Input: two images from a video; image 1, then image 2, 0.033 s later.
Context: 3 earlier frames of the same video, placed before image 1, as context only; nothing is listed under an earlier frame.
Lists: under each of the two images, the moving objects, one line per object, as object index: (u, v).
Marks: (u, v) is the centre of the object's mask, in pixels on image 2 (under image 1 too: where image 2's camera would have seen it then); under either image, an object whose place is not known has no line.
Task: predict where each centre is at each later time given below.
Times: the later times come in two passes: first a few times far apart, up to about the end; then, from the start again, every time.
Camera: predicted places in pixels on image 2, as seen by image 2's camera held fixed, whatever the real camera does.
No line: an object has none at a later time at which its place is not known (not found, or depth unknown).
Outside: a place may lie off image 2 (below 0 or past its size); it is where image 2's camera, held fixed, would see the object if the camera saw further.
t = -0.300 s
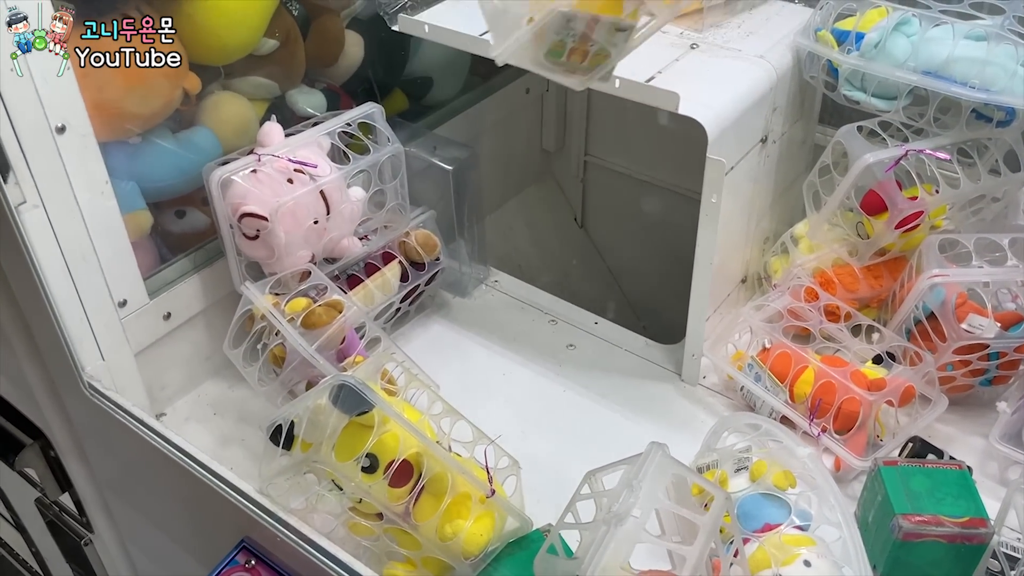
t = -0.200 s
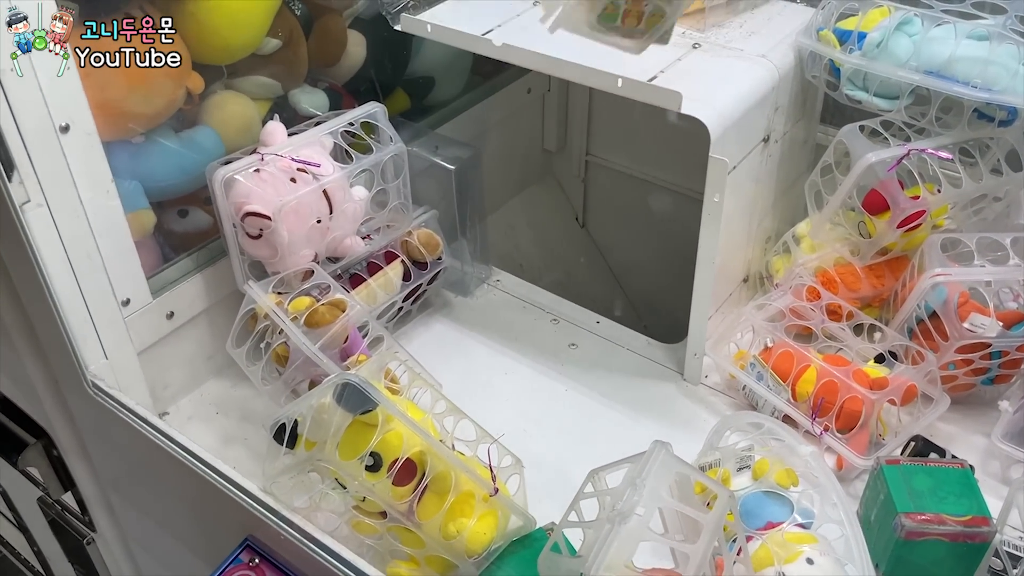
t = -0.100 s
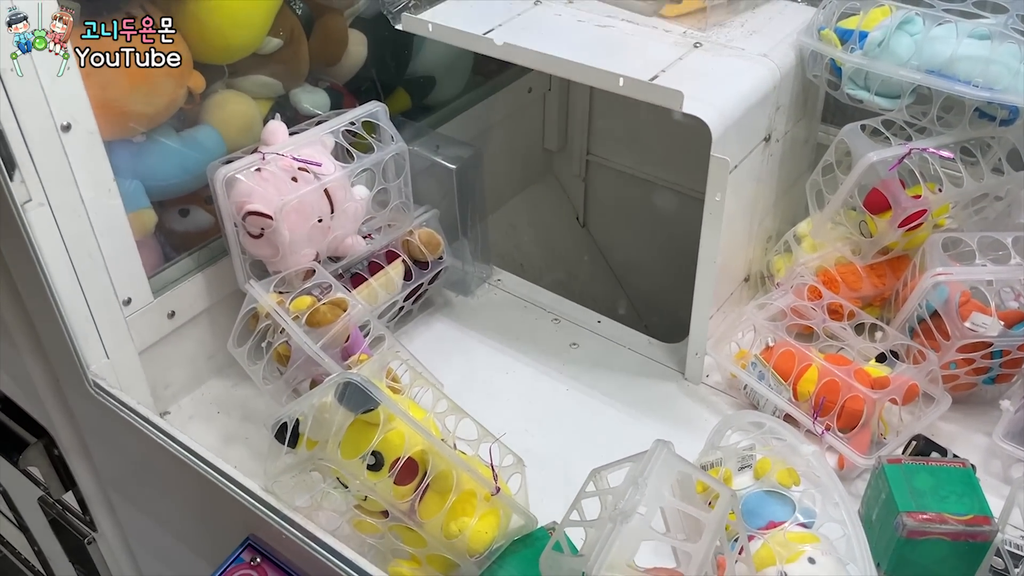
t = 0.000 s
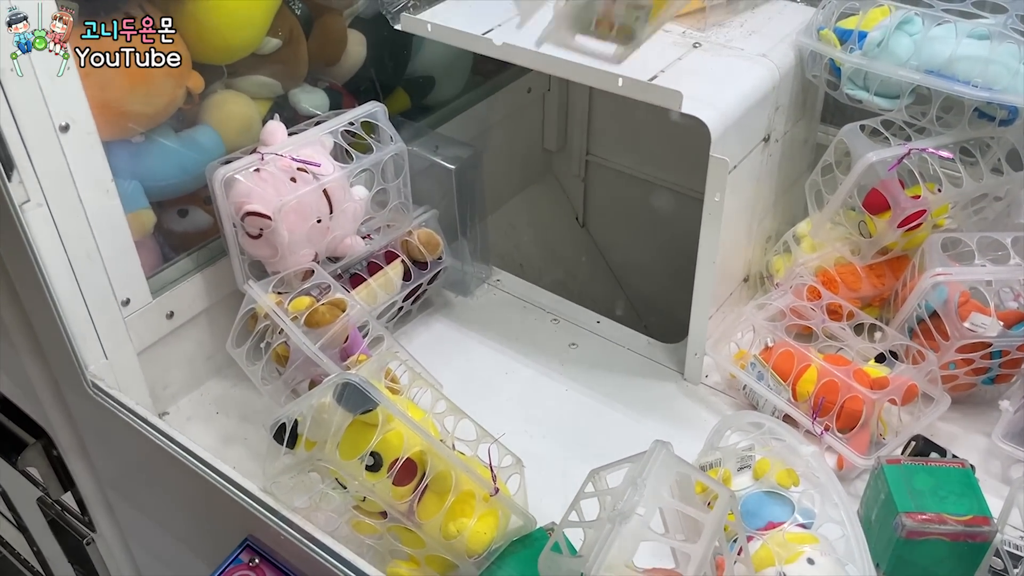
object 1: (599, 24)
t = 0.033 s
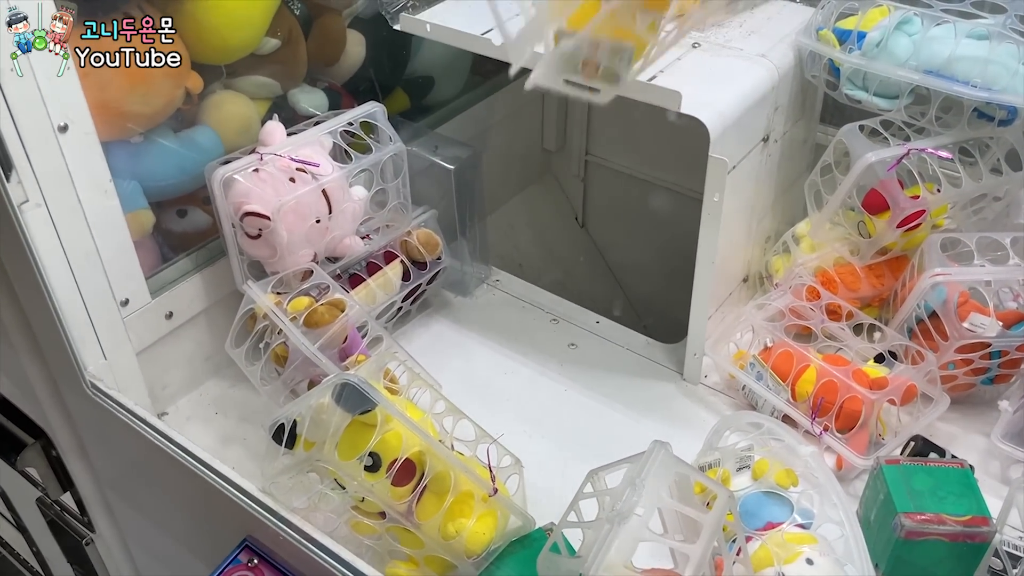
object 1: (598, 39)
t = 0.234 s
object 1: (556, 324)
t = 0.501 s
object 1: (549, 314)
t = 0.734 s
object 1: (554, 303)
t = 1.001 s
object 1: (555, 303)
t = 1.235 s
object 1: (556, 303)
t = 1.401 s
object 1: (556, 304)
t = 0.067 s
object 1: (598, 62)
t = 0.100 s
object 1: (603, 92)
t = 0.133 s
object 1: (593, 149)
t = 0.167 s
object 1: (580, 219)
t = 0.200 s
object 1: (568, 287)
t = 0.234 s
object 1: (556, 324)
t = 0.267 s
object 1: (562, 307)
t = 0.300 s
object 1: (561, 301)
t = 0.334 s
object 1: (557, 306)
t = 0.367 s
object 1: (554, 306)
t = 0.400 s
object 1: (552, 309)
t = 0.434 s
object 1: (552, 322)
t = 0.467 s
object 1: (556, 324)
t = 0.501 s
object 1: (549, 314)
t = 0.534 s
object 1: (549, 309)
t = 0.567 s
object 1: (550, 306)
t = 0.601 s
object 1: (550, 301)
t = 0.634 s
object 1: (553, 299)
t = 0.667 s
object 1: (552, 299)
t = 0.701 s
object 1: (553, 301)
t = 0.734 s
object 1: (554, 303)
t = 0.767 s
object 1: (556, 305)
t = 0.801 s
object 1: (557, 305)
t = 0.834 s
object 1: (557, 305)
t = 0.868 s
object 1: (556, 304)
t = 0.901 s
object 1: (555, 303)
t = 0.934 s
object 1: (555, 303)
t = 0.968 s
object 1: (555, 302)
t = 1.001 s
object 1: (555, 303)
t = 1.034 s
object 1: (555, 303)
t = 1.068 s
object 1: (555, 304)
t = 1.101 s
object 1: (556, 304)
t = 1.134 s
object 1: (556, 304)
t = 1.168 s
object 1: (556, 304)
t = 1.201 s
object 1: (556, 304)
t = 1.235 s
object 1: (556, 303)
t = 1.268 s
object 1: (556, 303)
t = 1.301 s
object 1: (555, 304)
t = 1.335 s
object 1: (556, 304)
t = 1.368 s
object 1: (556, 304)
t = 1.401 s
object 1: (556, 304)
